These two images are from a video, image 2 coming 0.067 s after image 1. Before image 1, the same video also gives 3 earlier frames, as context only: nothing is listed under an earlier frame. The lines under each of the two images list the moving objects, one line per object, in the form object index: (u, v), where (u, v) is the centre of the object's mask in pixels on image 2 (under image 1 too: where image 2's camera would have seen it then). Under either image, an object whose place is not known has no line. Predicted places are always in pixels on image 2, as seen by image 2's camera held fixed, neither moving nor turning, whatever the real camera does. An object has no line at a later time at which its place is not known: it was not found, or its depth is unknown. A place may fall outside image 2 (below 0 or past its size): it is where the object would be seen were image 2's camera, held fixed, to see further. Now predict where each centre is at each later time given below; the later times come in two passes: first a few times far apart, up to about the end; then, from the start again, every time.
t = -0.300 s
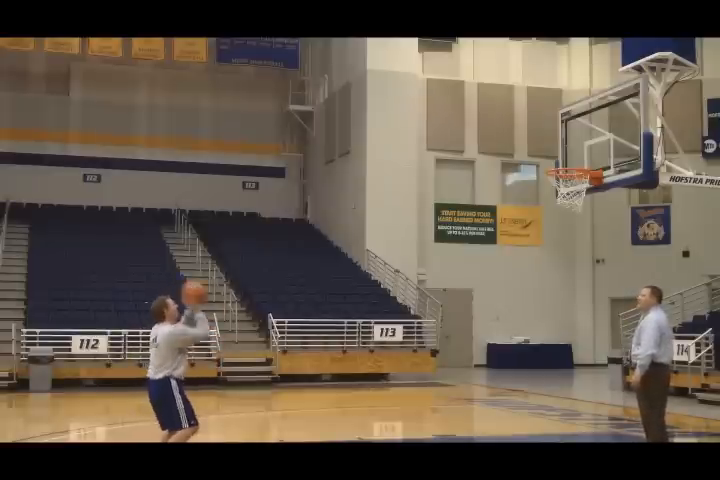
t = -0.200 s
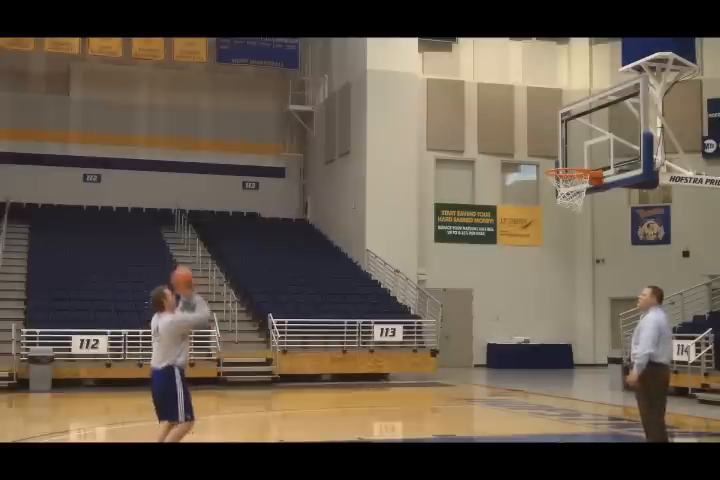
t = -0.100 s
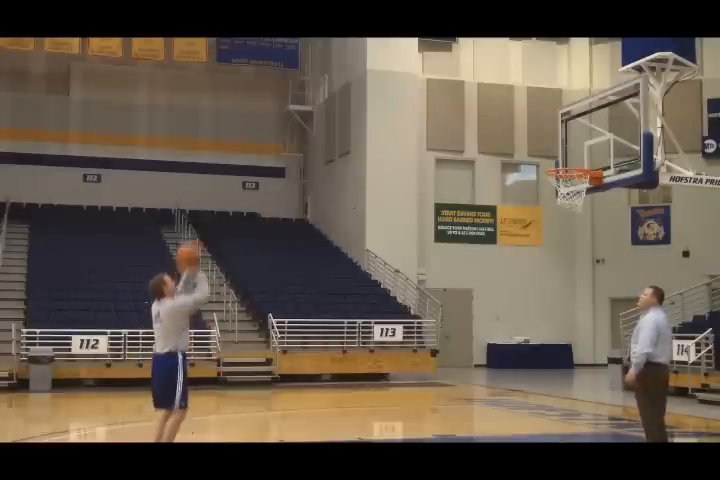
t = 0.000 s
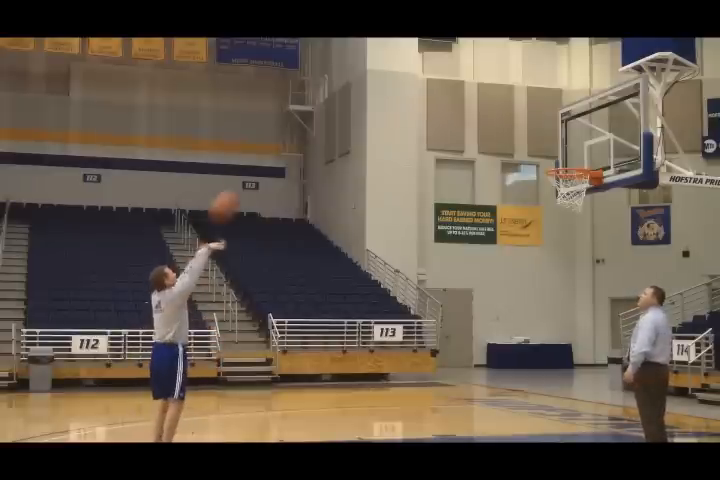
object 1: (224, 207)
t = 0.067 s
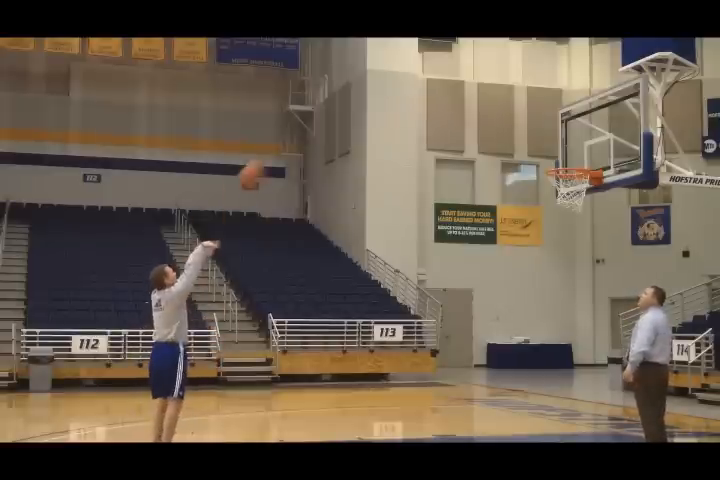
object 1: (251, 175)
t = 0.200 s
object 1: (305, 129)
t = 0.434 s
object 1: (392, 90)
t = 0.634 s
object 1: (463, 96)
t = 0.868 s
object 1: (540, 146)
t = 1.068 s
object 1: (583, 213)
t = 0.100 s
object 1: (264, 162)
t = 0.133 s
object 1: (278, 147)
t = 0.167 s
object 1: (296, 135)
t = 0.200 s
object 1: (305, 129)
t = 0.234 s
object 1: (319, 117)
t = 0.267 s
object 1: (330, 112)
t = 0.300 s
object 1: (342, 105)
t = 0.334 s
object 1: (356, 99)
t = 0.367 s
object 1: (368, 95)
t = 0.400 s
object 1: (380, 92)
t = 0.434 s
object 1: (392, 90)
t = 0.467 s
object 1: (405, 88)
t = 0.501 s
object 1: (418, 88)
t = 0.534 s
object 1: (429, 88)
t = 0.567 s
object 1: (440, 90)
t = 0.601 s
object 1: (453, 90)
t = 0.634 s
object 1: (463, 96)
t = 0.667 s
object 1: (474, 101)
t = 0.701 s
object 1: (485, 105)
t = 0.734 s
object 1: (496, 110)
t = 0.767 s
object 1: (507, 117)
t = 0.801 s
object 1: (518, 128)
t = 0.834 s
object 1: (532, 136)
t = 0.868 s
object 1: (540, 146)
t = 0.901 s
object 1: (551, 154)
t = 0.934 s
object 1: (563, 168)
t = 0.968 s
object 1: (572, 181)
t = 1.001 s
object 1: (580, 191)
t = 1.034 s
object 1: (580, 202)
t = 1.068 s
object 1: (583, 213)
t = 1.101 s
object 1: (584, 225)
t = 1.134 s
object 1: (587, 239)
